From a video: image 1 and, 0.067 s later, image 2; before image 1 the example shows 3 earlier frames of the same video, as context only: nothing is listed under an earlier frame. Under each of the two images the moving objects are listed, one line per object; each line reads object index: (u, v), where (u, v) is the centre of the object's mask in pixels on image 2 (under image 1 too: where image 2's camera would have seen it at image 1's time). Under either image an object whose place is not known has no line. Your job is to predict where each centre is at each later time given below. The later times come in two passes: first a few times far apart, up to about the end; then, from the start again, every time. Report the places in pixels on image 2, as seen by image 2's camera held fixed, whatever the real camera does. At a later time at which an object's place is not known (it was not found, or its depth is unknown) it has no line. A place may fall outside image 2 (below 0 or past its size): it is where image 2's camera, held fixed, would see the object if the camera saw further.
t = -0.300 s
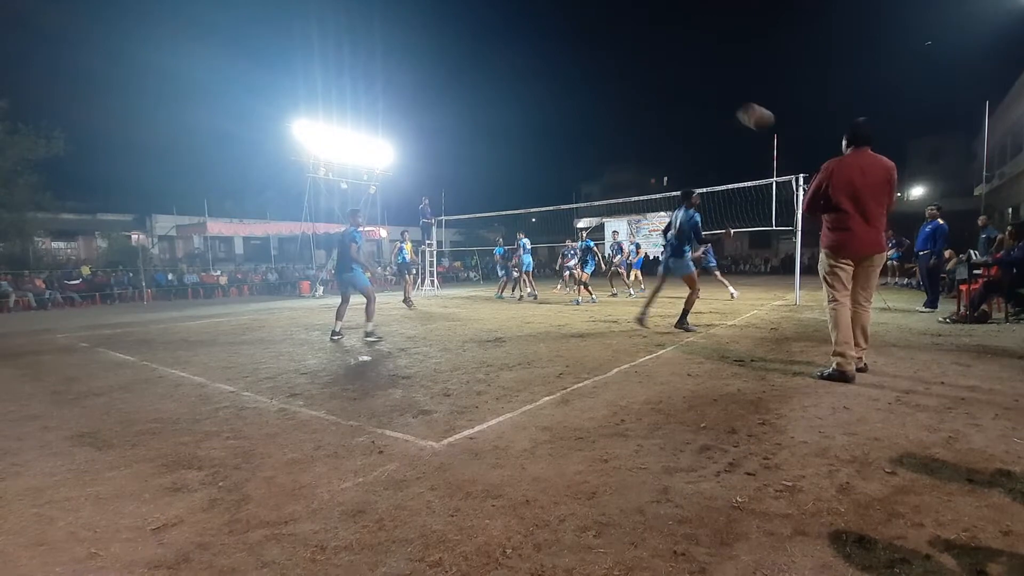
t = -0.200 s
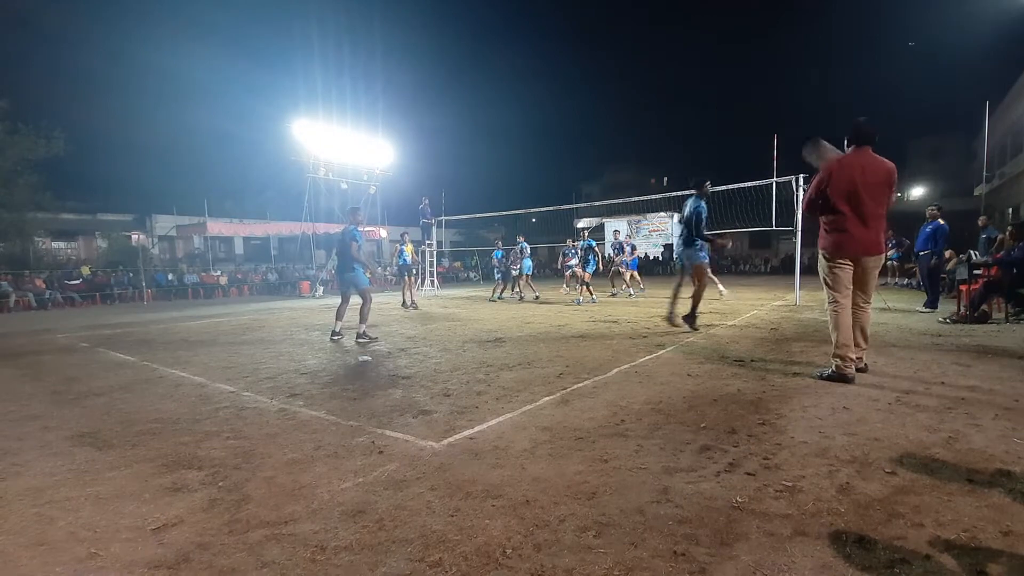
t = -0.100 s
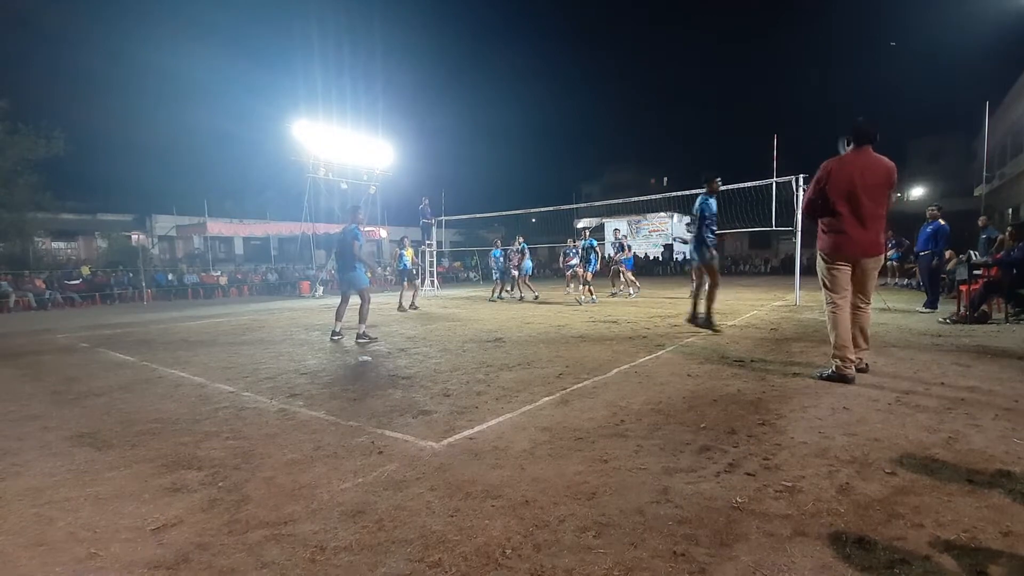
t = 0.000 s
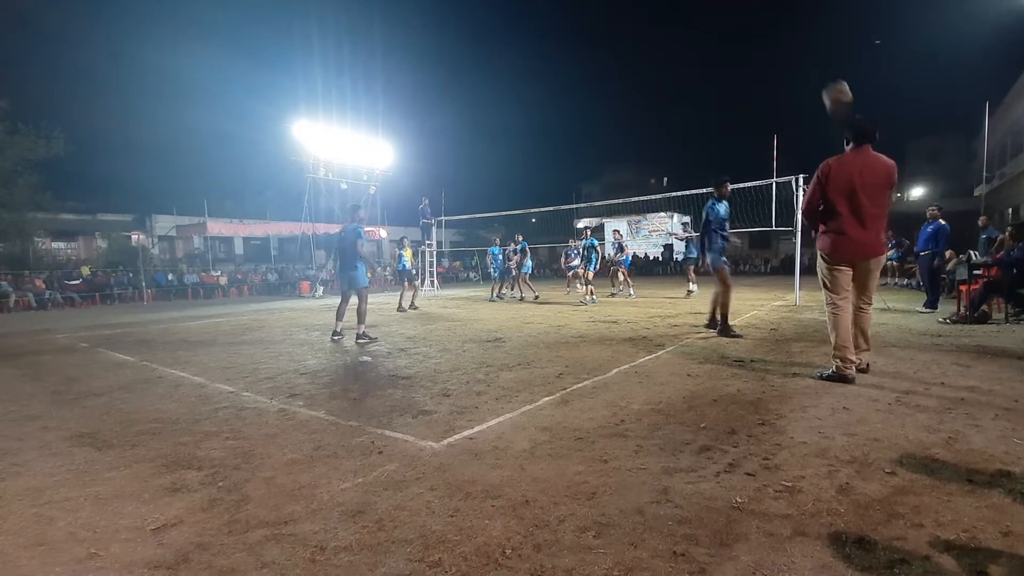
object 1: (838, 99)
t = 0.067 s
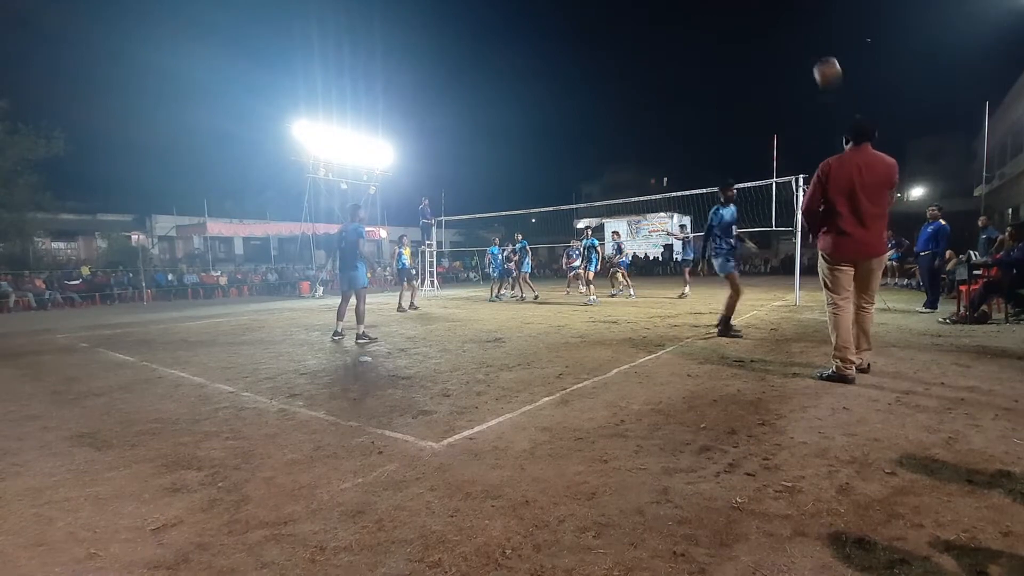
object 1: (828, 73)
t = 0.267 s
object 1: (804, 32)
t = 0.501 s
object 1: (785, 34)
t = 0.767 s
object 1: (771, 80)
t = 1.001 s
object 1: (760, 144)
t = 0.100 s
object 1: (823, 62)
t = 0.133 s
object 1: (819, 53)
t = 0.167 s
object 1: (815, 46)
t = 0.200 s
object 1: (811, 40)
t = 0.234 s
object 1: (807, 35)
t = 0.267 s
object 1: (804, 32)
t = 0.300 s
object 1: (801, 29)
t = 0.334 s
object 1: (798, 28)
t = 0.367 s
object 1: (795, 28)
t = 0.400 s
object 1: (792, 28)
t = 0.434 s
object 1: (790, 29)
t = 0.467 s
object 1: (787, 31)
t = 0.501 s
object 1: (785, 34)
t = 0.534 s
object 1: (783, 38)
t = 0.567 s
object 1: (781, 42)
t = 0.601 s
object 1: (779, 47)
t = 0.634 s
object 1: (777, 53)
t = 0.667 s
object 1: (776, 58)
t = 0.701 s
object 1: (774, 65)
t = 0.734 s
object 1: (772, 72)
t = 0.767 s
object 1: (771, 80)
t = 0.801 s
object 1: (769, 88)
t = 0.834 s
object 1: (768, 96)
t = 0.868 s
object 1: (766, 105)
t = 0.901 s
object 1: (765, 115)
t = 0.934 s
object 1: (763, 124)
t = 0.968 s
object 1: (762, 134)
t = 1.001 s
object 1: (760, 144)
